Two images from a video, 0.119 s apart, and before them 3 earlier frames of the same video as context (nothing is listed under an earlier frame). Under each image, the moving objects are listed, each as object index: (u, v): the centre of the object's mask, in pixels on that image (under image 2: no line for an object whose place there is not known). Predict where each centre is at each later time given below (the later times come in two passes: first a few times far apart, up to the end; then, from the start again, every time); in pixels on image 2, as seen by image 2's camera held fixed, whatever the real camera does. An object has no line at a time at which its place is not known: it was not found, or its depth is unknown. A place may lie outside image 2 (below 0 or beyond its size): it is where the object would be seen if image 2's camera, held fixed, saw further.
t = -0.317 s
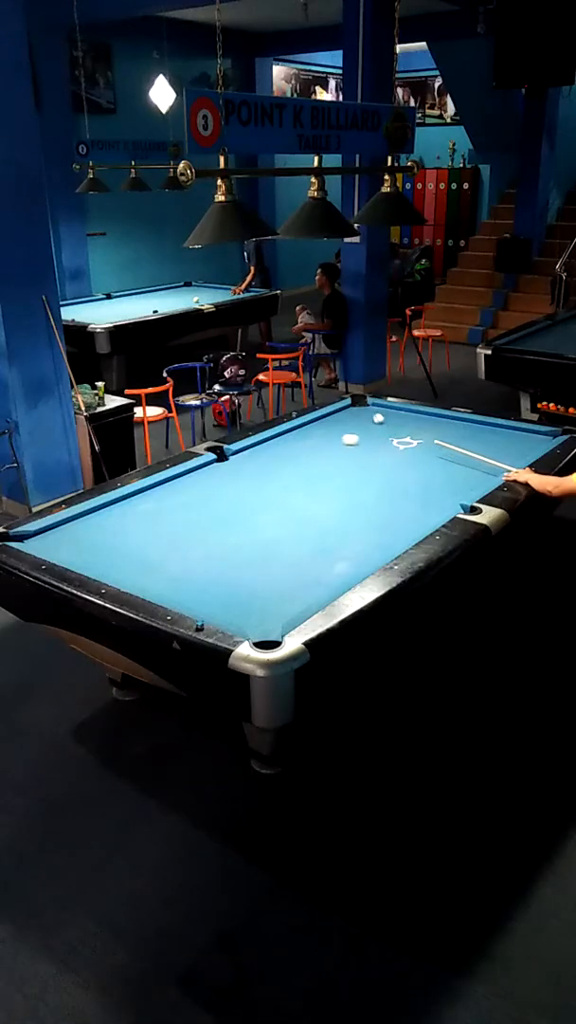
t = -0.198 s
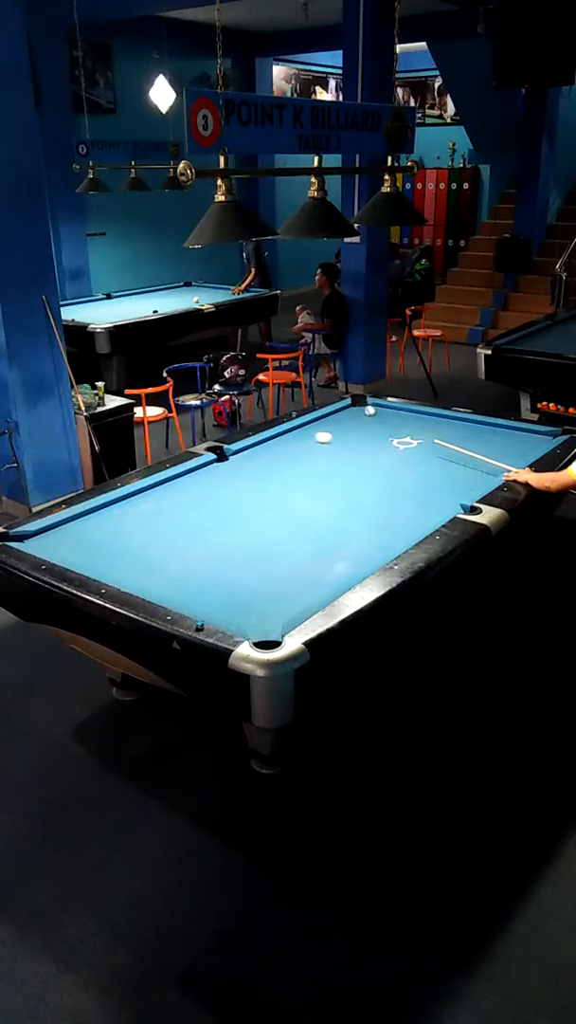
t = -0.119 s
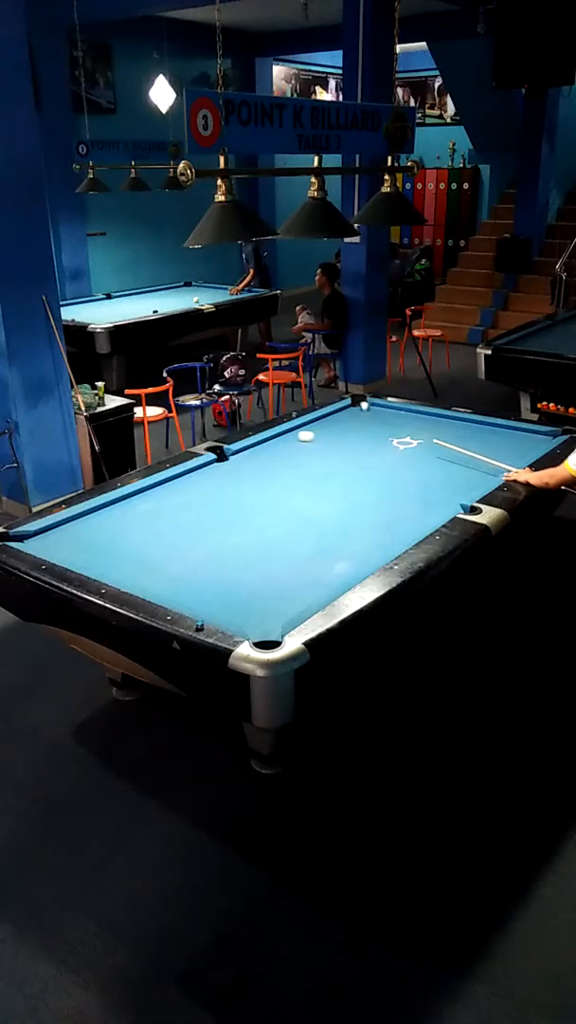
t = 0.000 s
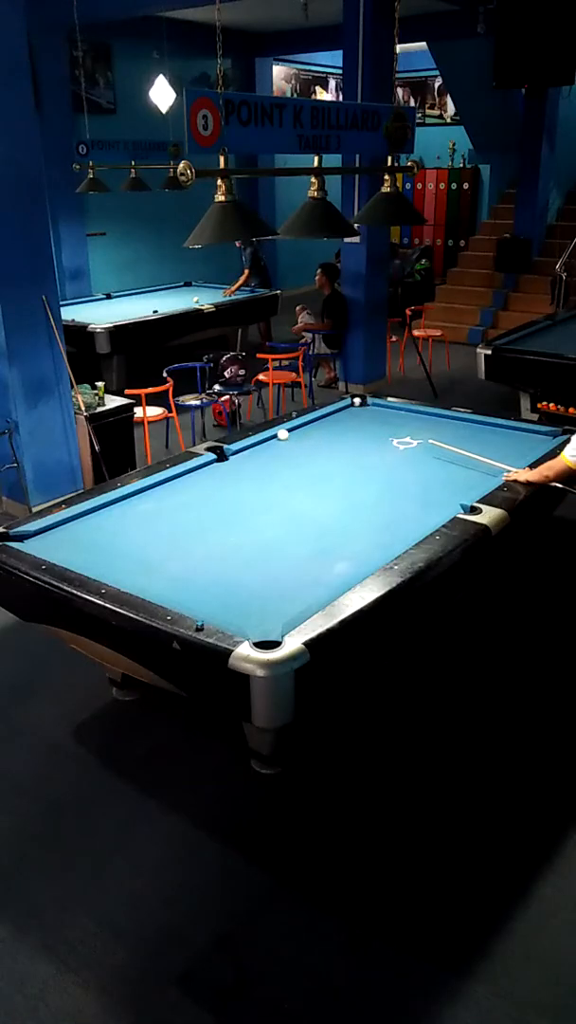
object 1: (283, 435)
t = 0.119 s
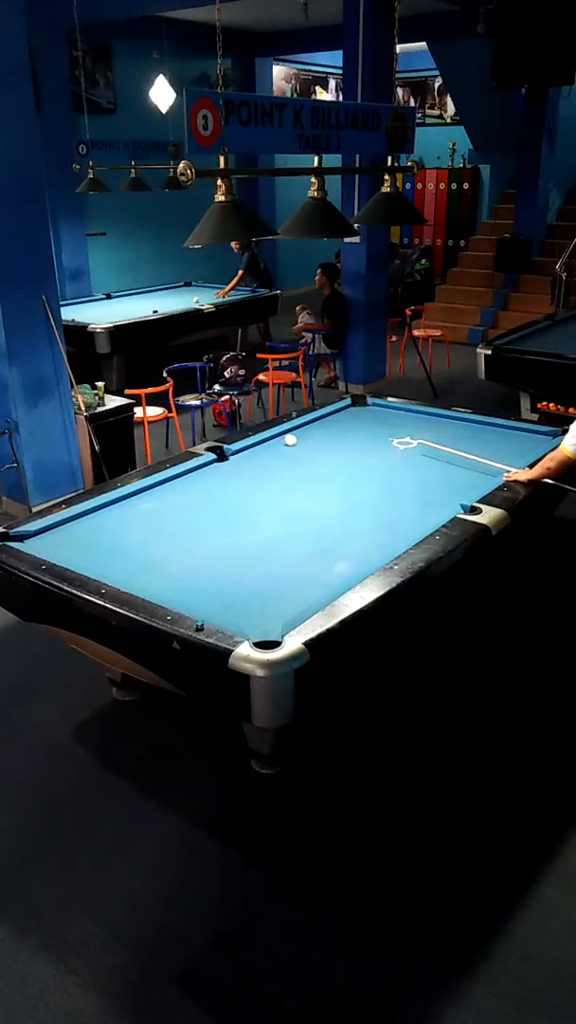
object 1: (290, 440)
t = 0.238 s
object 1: (298, 446)
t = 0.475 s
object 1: (315, 457)
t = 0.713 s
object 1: (334, 470)
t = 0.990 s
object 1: (356, 485)
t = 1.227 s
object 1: (377, 499)
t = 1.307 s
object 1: (384, 504)
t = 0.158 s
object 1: (293, 442)
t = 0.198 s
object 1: (296, 444)
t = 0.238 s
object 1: (298, 446)
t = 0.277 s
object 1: (301, 448)
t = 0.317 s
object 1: (304, 449)
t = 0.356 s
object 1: (307, 451)
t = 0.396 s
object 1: (310, 453)
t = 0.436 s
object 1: (312, 455)
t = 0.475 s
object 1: (315, 457)
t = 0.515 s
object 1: (318, 459)
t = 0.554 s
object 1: (321, 461)
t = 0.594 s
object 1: (324, 463)
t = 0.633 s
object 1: (327, 466)
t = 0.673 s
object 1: (331, 468)
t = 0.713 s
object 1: (334, 470)
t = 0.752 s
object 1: (336, 472)
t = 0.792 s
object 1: (340, 474)
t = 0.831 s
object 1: (343, 476)
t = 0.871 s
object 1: (346, 479)
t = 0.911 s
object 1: (350, 481)
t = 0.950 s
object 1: (353, 483)
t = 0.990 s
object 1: (356, 485)
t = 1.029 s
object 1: (360, 487)
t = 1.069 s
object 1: (363, 490)
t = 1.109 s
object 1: (366, 492)
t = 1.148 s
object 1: (370, 494)
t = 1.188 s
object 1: (373, 496)
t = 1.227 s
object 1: (377, 499)
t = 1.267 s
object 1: (380, 501)
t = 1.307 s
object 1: (384, 504)
